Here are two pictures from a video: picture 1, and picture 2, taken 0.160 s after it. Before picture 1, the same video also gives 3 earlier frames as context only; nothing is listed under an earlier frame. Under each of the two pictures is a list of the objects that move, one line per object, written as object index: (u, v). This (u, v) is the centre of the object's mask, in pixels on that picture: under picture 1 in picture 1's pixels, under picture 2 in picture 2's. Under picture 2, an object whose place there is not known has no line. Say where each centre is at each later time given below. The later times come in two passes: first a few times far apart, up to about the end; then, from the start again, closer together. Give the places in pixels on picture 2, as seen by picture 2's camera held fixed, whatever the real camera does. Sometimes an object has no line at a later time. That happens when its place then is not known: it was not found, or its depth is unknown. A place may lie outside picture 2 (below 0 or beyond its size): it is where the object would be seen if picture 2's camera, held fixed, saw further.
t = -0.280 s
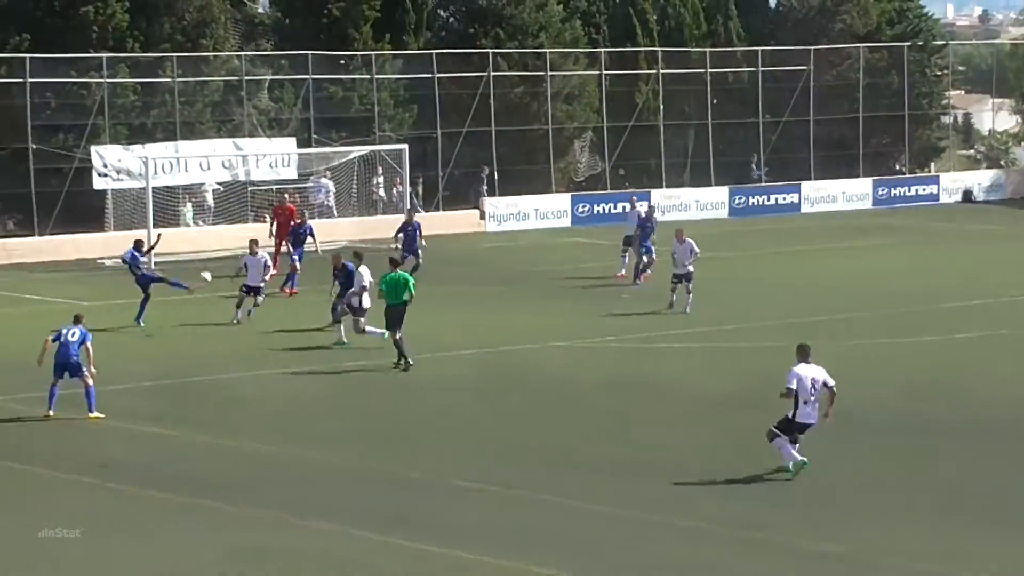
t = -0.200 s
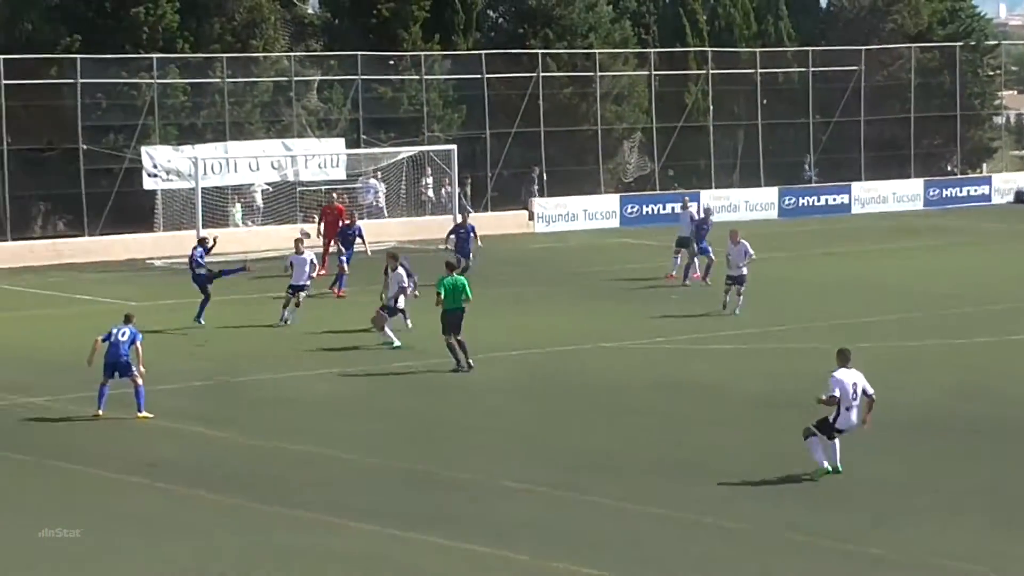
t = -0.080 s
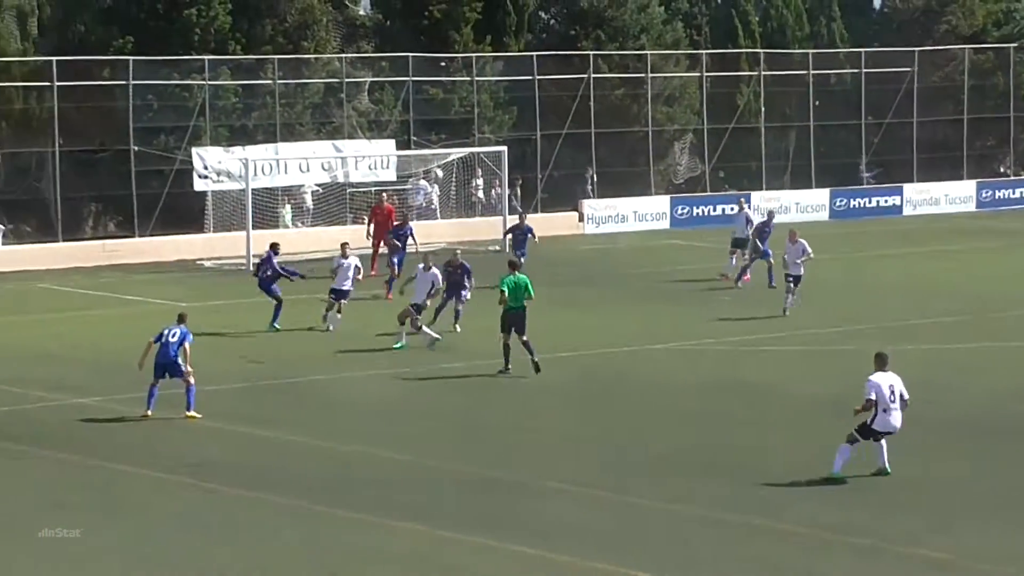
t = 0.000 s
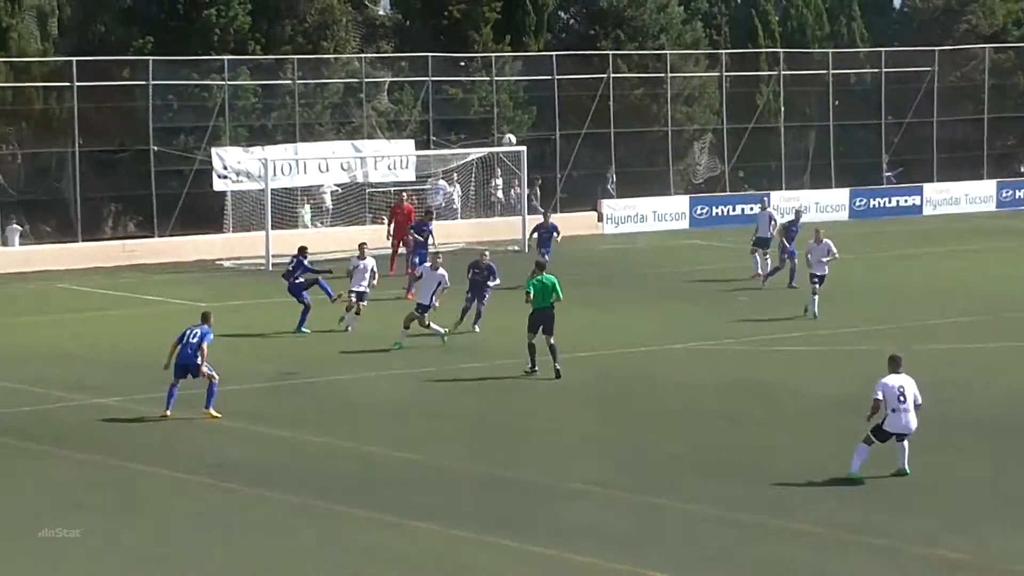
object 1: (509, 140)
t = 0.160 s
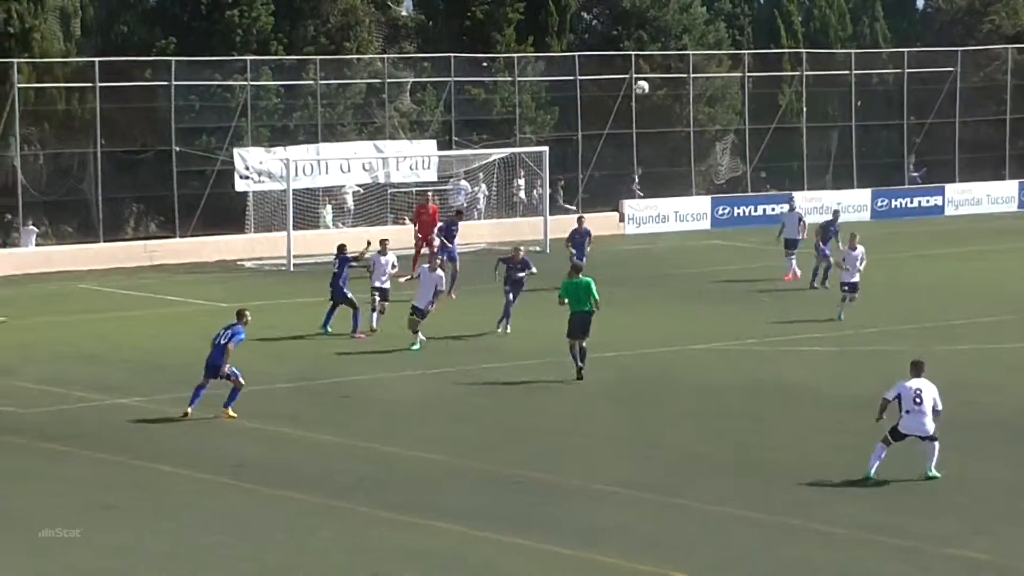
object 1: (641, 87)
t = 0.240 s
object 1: (699, 69)
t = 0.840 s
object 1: (1166, 141)
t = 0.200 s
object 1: (670, 77)
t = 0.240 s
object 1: (699, 69)
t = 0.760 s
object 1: (1105, 105)
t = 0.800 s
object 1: (1132, 121)
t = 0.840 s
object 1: (1166, 141)
